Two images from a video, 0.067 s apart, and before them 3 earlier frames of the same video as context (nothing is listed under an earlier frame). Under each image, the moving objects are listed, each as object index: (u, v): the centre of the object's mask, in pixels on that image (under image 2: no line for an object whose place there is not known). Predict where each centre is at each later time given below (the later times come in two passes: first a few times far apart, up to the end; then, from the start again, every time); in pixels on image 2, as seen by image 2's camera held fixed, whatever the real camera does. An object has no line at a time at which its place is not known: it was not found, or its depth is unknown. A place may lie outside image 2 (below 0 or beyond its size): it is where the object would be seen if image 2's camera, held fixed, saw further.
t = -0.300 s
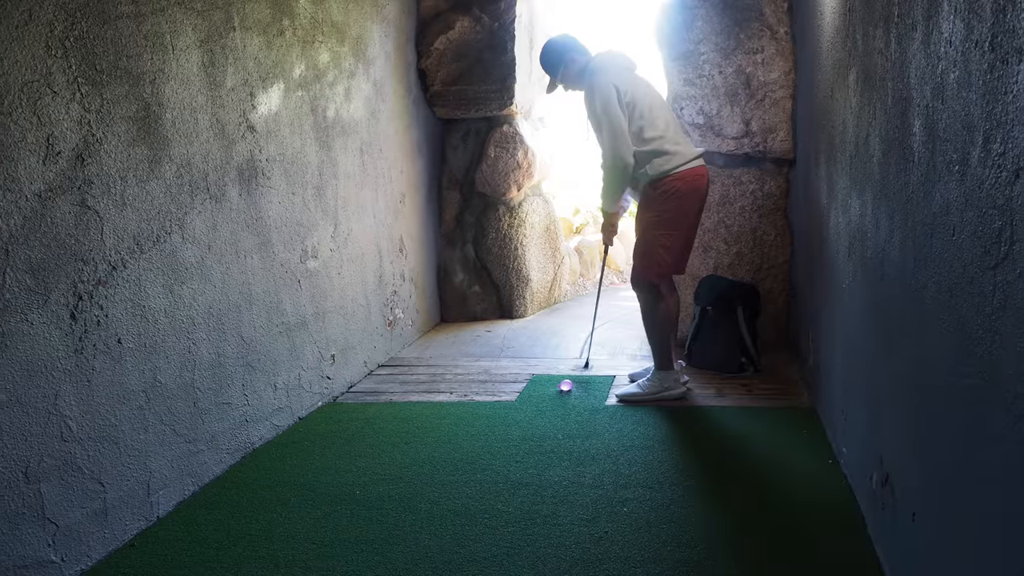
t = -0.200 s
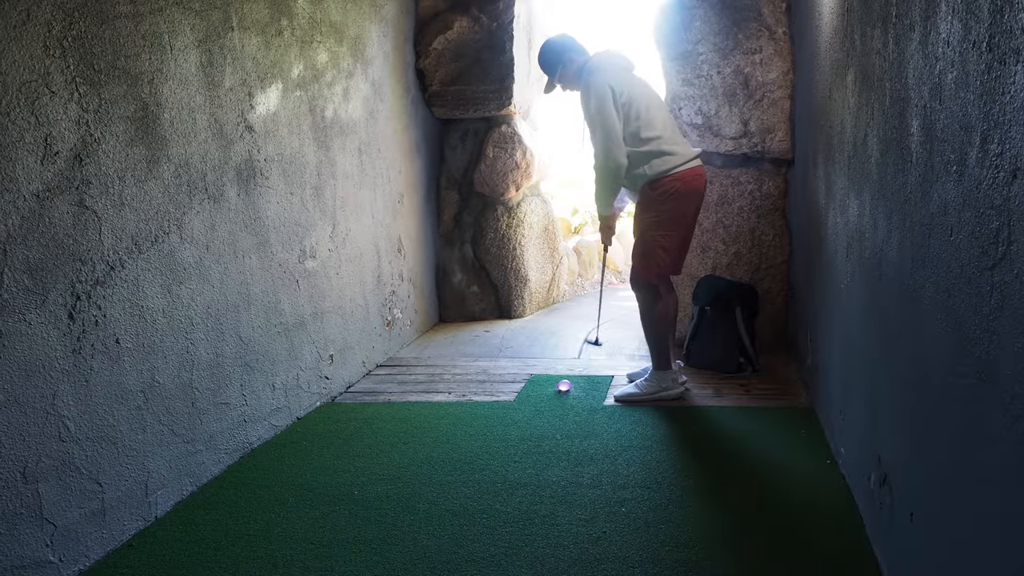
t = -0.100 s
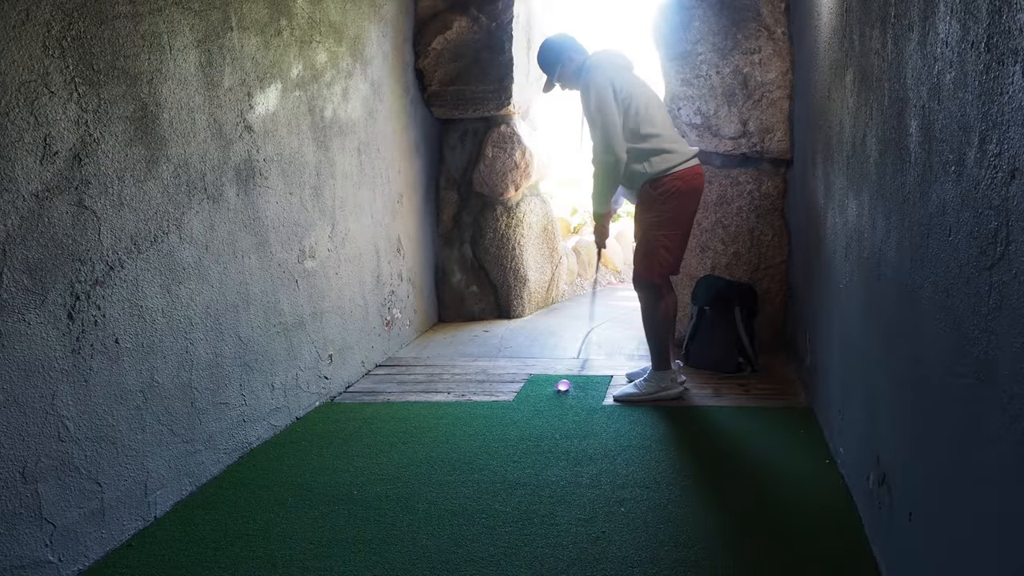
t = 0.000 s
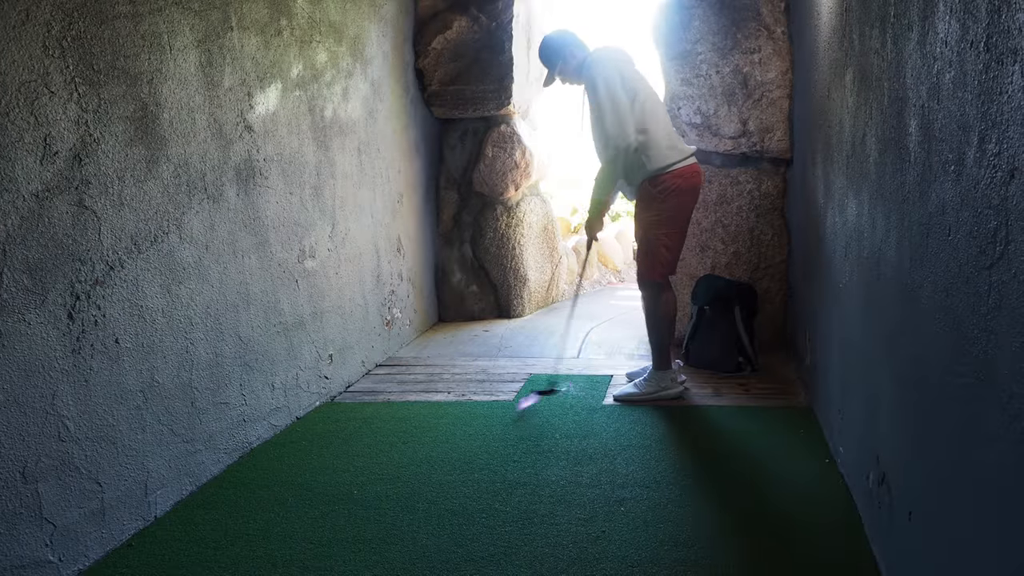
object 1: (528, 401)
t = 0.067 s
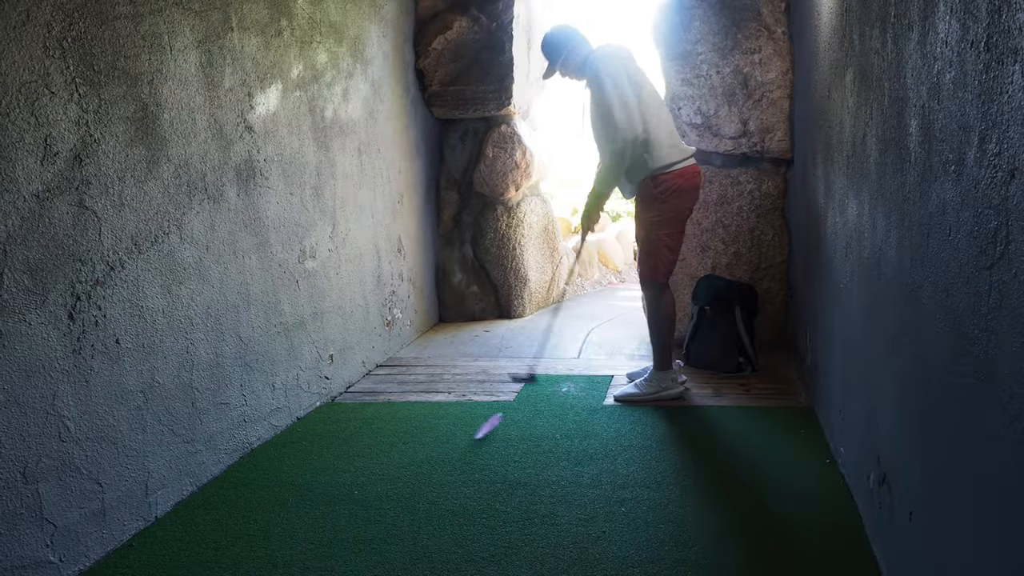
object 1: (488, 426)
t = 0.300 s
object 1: (334, 529)
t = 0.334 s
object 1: (309, 540)
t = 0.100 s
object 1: (467, 442)
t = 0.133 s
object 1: (447, 452)
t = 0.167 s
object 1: (429, 460)
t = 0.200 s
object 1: (406, 473)
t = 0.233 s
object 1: (383, 489)
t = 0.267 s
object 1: (360, 510)
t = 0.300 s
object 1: (334, 529)
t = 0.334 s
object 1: (309, 540)
